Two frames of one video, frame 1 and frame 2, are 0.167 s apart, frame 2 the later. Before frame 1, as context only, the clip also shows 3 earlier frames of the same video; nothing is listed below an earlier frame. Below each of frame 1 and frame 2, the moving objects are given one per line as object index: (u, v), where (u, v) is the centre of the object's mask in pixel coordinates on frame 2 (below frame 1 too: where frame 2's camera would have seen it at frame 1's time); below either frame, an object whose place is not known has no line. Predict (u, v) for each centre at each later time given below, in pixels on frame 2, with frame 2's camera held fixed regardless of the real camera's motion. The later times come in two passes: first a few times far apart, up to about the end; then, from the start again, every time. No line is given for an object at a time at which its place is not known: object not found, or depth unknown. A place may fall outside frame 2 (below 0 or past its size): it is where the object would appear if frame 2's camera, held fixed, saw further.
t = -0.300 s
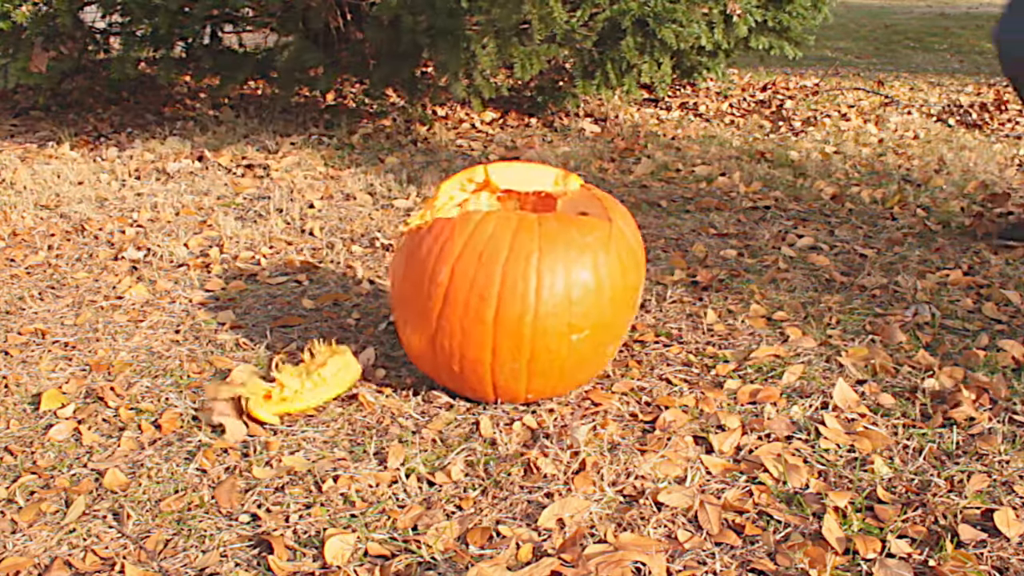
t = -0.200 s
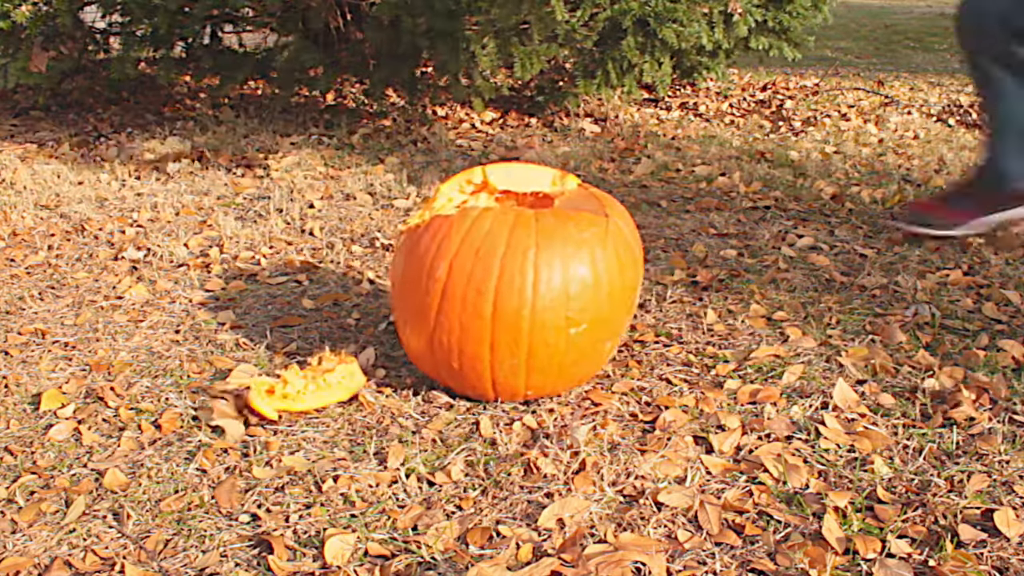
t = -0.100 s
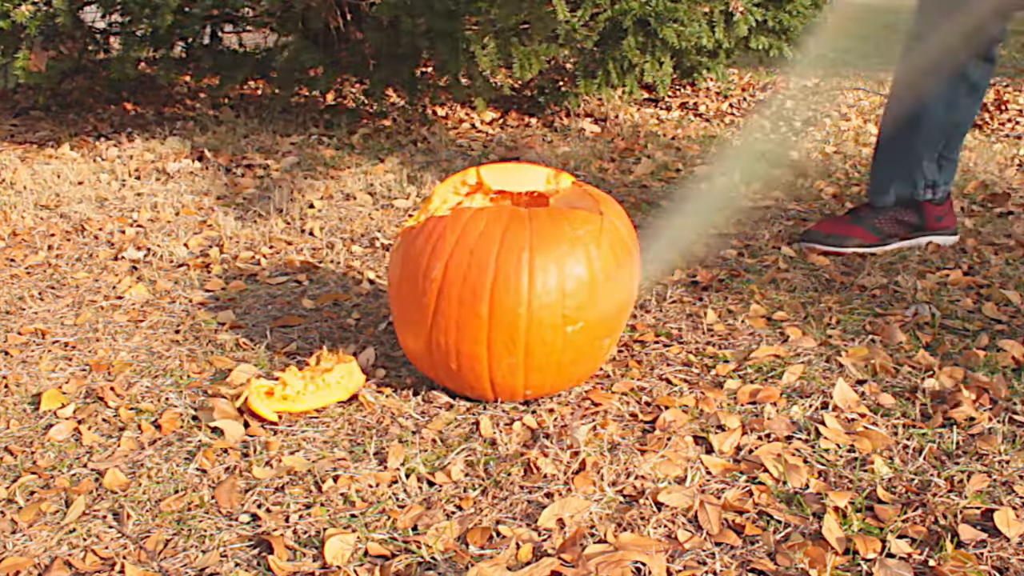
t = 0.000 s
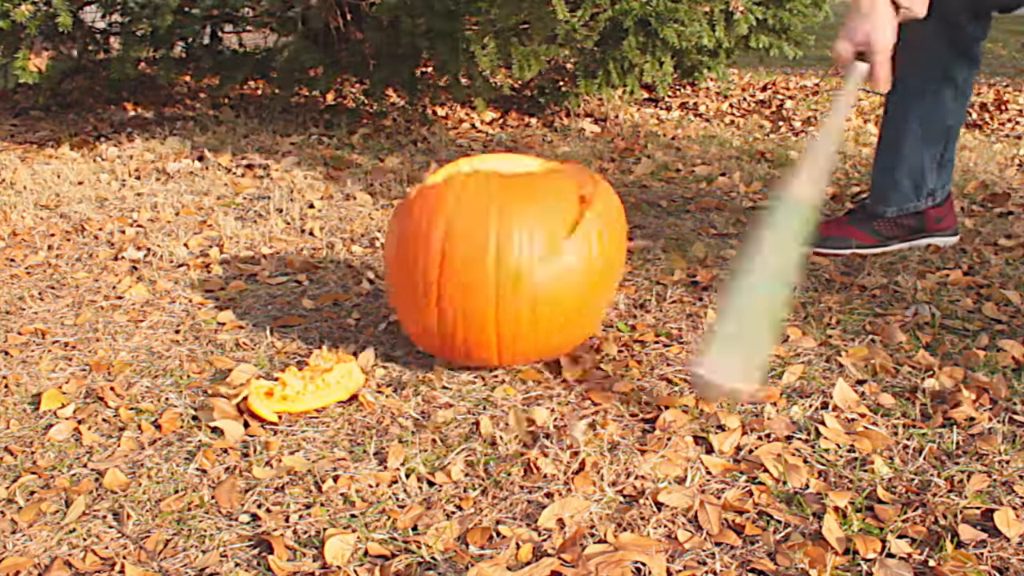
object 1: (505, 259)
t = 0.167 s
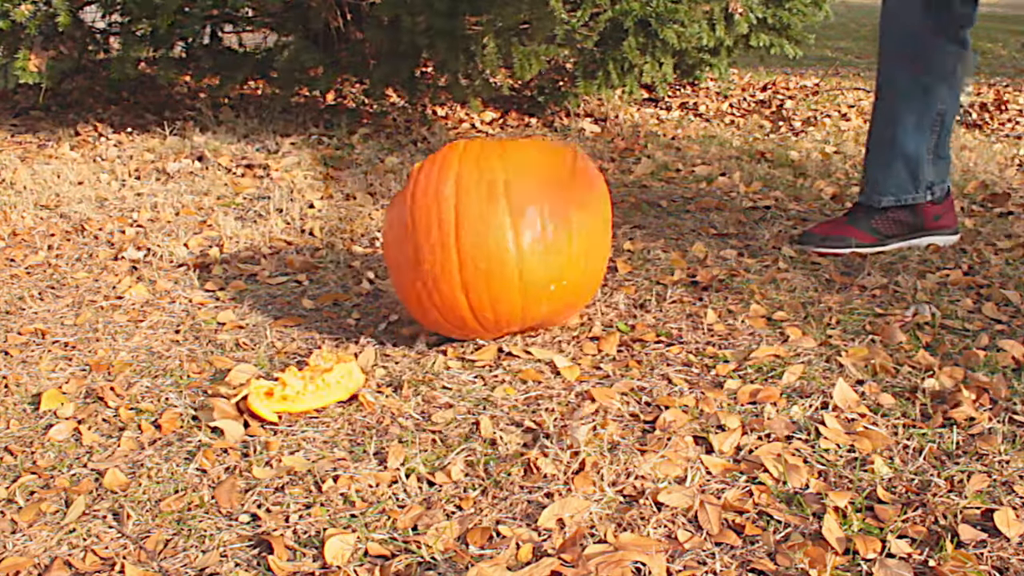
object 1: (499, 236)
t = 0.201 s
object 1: (498, 236)
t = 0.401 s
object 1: (509, 247)
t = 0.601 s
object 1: (553, 264)
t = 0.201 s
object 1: (498, 236)
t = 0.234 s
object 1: (499, 236)
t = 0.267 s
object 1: (499, 236)
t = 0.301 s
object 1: (500, 237)
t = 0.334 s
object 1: (503, 239)
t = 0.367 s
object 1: (505, 243)
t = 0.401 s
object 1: (509, 247)
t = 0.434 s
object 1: (514, 252)
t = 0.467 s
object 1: (520, 257)
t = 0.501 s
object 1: (528, 264)
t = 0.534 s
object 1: (537, 264)
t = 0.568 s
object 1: (545, 264)
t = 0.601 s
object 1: (553, 264)
